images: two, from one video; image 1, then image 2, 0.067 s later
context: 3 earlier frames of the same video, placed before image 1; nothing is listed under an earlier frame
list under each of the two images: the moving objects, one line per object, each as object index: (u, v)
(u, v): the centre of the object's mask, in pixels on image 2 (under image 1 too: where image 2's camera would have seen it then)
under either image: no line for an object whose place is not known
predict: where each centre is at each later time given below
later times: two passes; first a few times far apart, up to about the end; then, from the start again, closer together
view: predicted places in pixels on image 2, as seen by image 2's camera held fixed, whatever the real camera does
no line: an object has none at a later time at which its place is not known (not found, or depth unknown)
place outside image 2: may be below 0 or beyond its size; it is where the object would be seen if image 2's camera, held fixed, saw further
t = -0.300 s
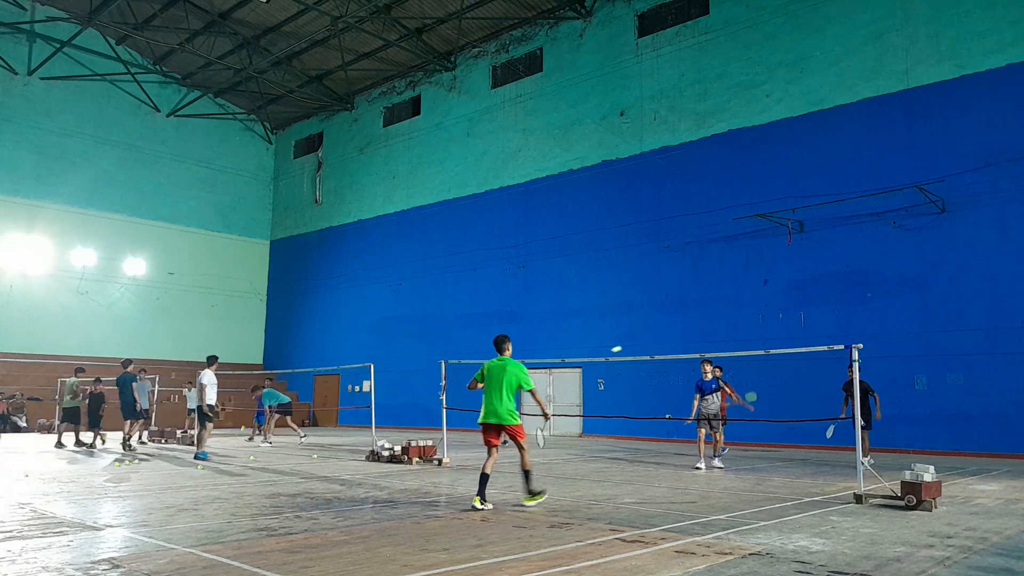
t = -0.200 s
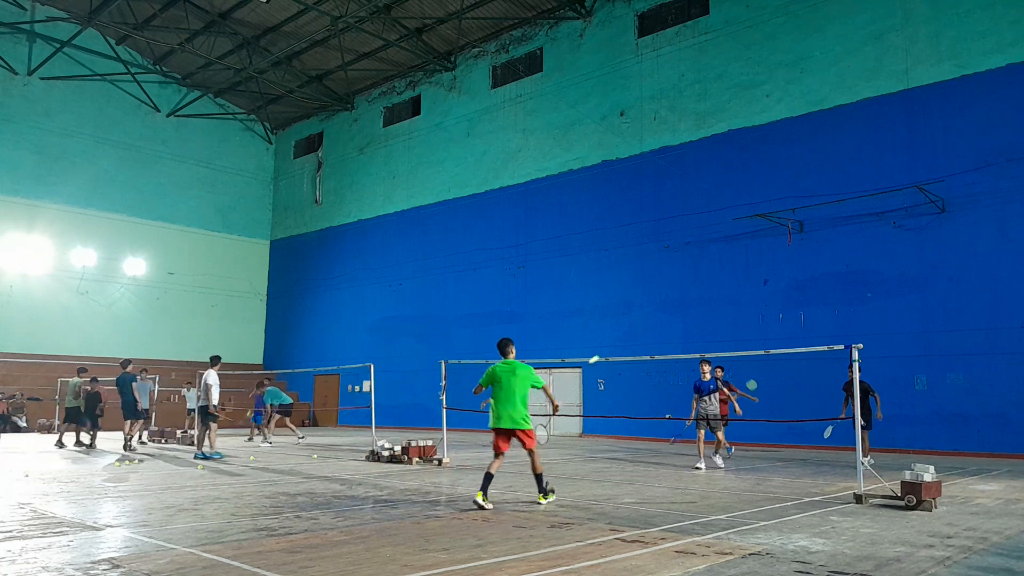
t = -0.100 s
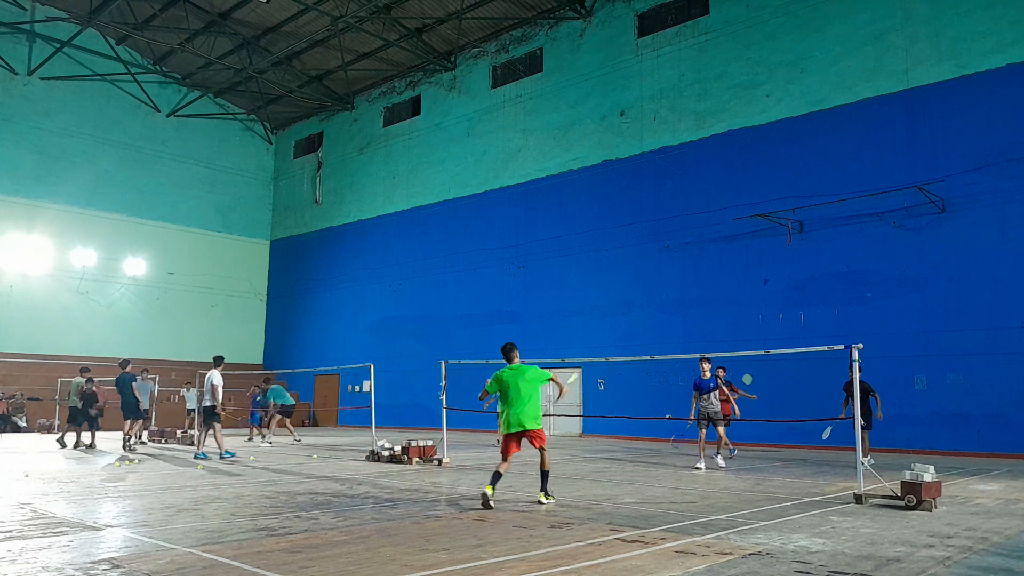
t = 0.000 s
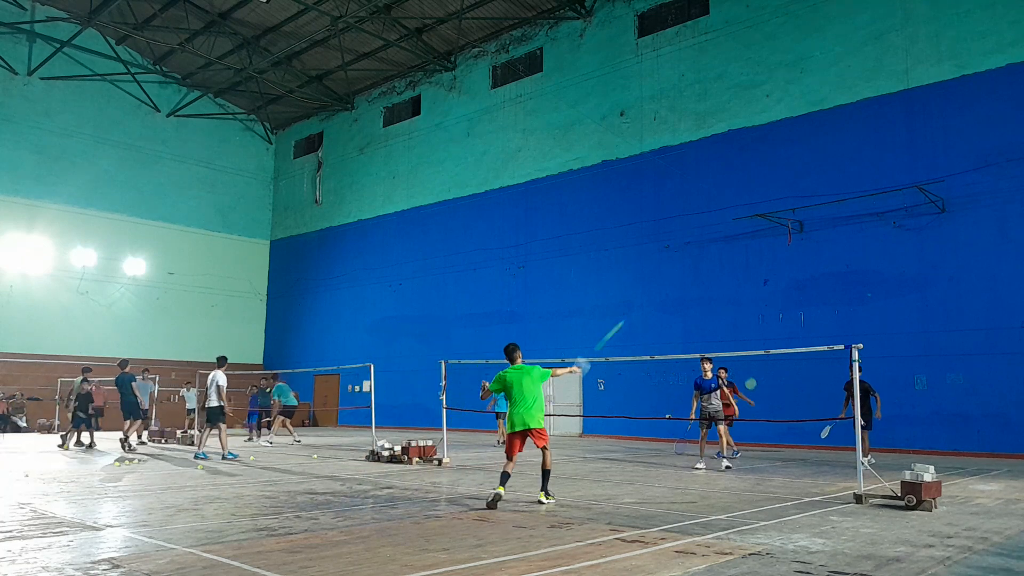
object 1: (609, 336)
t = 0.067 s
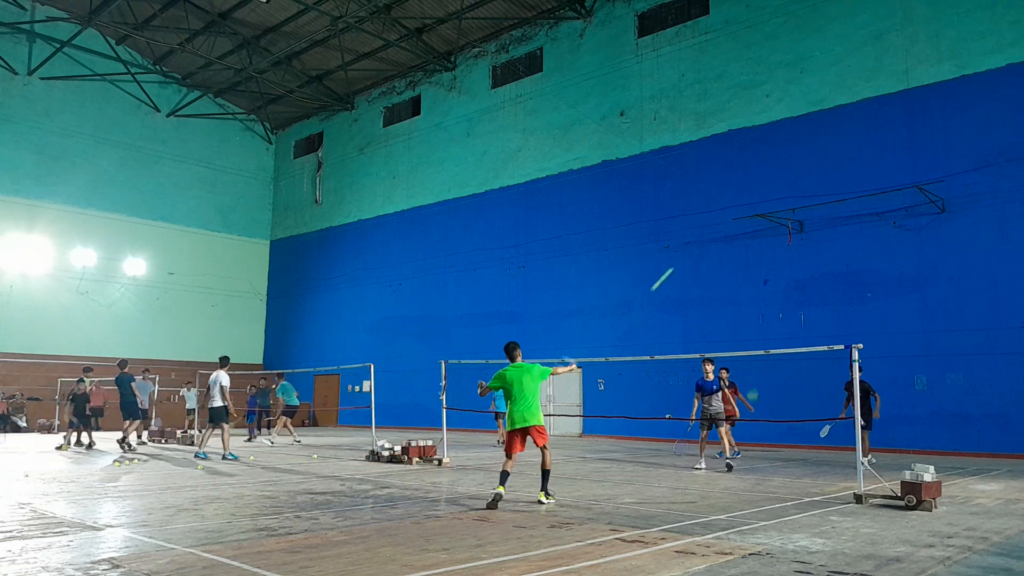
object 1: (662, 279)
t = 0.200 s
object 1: (729, 215)
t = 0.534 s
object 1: (815, 173)
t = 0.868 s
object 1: (867, 206)
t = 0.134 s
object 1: (700, 241)
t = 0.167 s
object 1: (715, 227)
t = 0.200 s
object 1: (729, 215)
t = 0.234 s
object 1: (740, 204)
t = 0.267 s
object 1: (751, 197)
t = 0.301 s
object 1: (762, 190)
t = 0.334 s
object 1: (771, 185)
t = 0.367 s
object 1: (780, 181)
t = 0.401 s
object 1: (788, 178)
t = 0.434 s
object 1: (795, 175)
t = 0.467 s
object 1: (802, 174)
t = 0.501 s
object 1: (809, 173)
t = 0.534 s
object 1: (815, 173)
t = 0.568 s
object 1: (821, 174)
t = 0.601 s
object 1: (827, 175)
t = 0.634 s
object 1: (833, 177)
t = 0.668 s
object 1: (838, 180)
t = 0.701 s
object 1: (844, 183)
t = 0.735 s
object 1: (849, 186)
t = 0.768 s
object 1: (854, 191)
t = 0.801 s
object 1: (859, 195)
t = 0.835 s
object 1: (863, 200)
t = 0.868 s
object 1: (867, 206)
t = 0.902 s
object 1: (872, 212)
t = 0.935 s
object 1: (876, 218)
